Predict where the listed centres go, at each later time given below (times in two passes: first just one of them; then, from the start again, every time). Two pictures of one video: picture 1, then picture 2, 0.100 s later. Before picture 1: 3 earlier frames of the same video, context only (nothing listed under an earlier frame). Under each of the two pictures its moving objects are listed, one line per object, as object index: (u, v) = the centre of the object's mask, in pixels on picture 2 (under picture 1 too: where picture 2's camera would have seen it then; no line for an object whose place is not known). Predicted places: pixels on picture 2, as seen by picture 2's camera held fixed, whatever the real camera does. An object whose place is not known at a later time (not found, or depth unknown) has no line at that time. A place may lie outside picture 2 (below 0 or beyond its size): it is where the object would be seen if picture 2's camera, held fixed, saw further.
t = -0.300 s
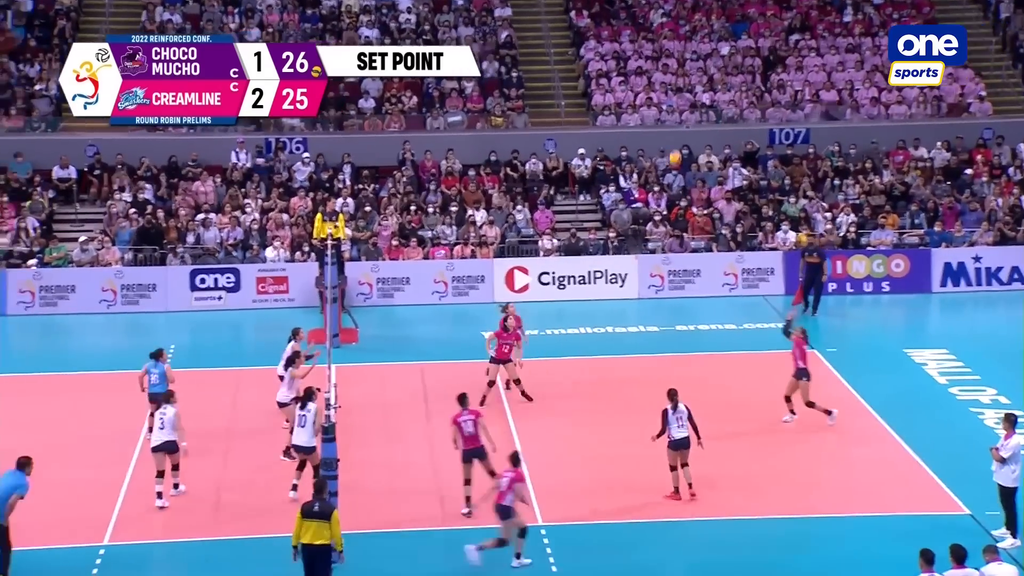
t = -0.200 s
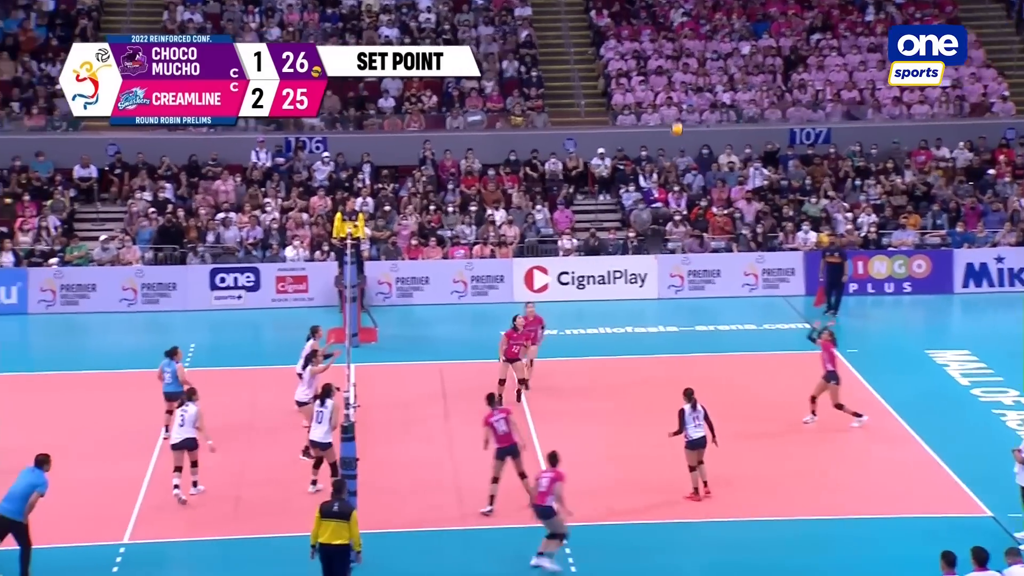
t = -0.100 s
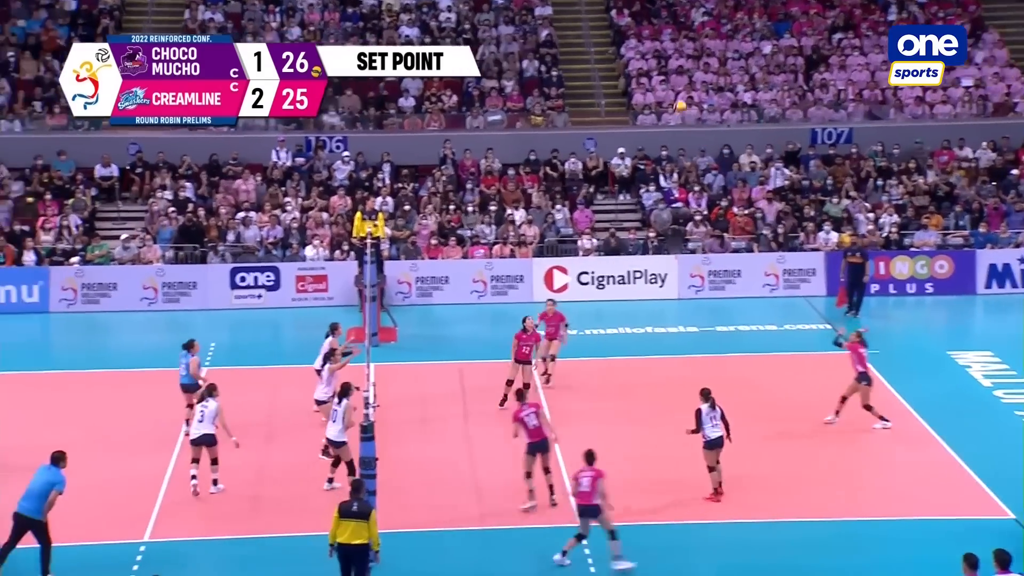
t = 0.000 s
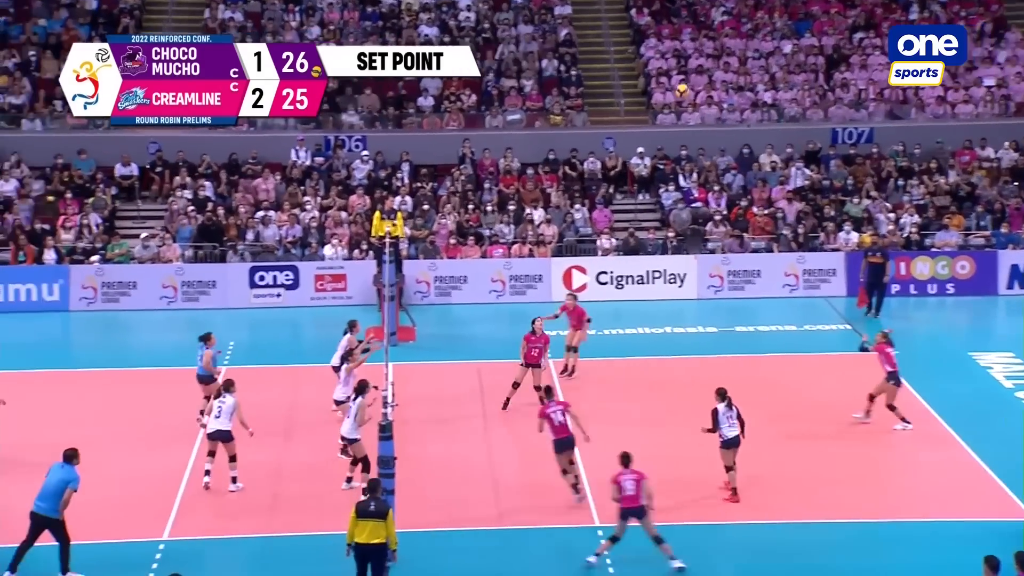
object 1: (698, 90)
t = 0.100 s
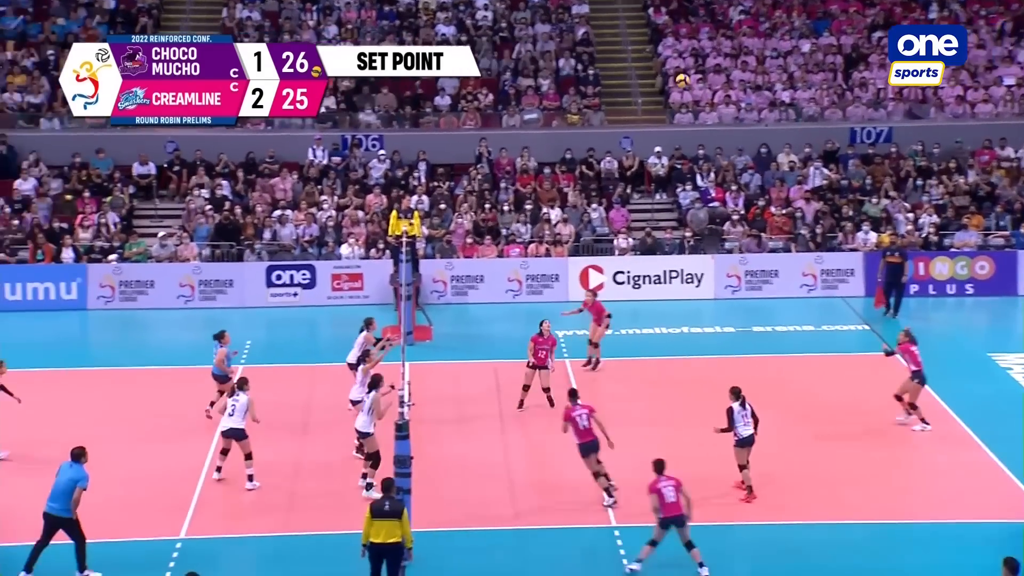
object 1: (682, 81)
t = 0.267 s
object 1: (656, 79)
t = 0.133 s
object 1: (677, 79)
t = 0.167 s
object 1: (671, 78)
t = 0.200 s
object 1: (666, 77)
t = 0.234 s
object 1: (661, 78)
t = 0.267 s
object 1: (656, 79)
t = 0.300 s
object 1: (650, 80)
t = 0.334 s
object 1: (645, 83)
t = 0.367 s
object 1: (639, 86)
